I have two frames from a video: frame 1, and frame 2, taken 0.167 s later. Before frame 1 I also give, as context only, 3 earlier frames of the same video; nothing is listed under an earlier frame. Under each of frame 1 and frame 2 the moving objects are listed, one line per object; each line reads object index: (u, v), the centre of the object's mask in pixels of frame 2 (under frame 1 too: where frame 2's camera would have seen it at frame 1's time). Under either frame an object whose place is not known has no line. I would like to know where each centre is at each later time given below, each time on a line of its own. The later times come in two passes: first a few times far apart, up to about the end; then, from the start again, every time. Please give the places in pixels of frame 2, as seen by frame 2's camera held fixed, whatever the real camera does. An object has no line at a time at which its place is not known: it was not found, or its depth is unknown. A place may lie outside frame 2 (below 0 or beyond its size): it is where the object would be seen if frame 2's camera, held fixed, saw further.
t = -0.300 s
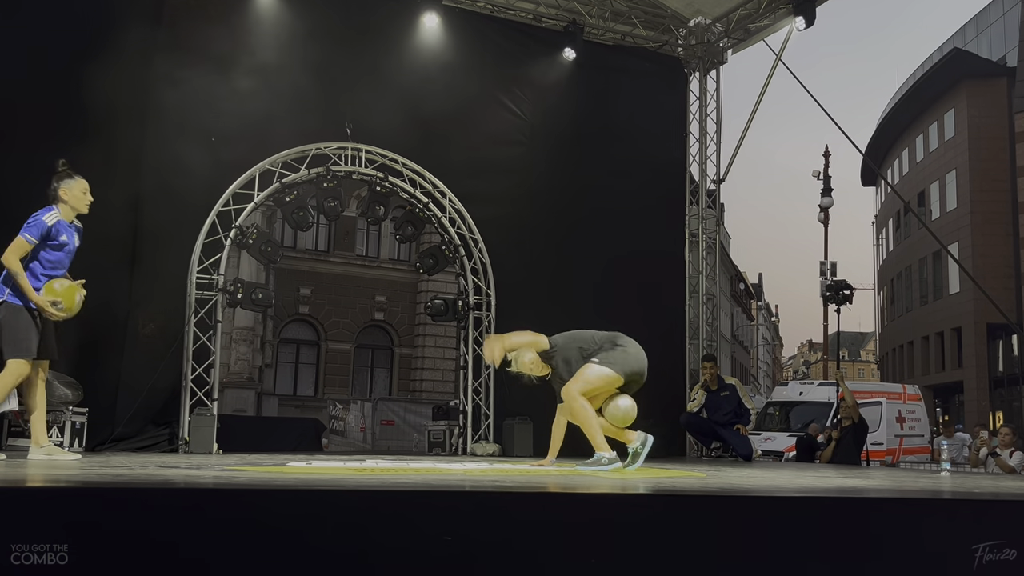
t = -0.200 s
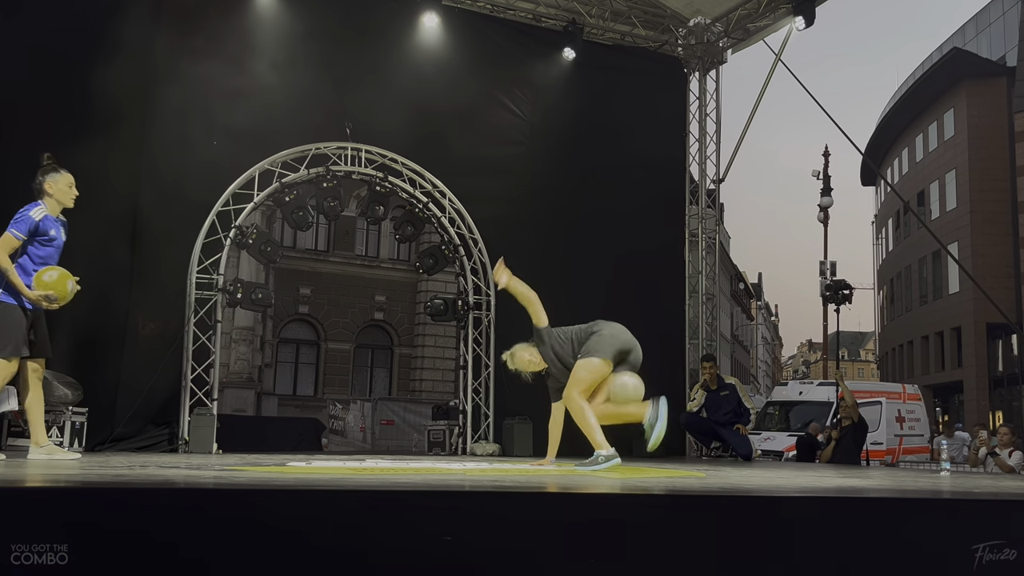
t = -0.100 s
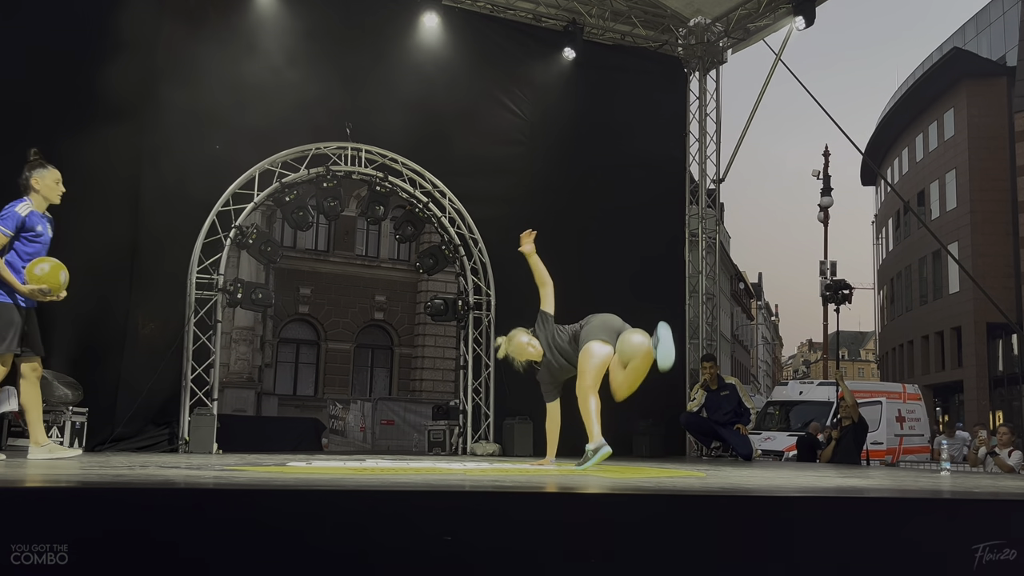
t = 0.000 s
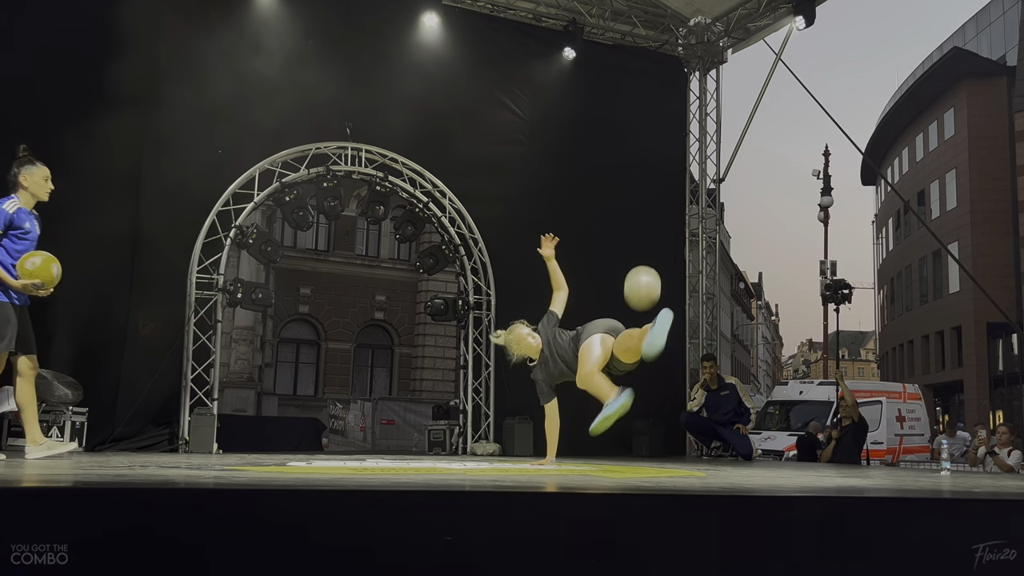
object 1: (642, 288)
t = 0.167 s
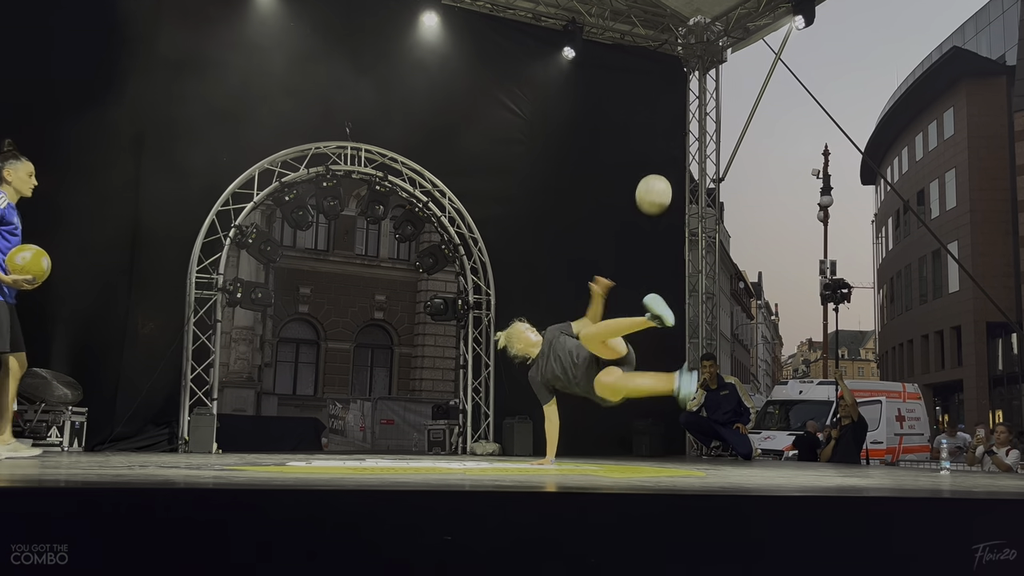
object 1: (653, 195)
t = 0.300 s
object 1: (662, 153)
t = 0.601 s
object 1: (678, 160)
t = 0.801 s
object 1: (688, 240)
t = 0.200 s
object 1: (655, 182)
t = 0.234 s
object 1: (658, 170)
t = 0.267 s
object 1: (660, 161)
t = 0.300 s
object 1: (662, 153)
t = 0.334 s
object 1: (664, 147)
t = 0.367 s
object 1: (666, 143)
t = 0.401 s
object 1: (667, 141)
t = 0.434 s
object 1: (669, 140)
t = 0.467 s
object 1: (671, 141)
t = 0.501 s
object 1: (673, 143)
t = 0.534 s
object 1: (674, 147)
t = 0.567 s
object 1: (676, 153)
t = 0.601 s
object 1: (678, 160)
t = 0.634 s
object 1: (679, 170)
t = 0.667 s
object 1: (681, 180)
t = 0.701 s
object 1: (683, 193)
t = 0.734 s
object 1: (685, 207)
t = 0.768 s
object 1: (686, 223)
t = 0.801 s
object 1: (688, 240)
